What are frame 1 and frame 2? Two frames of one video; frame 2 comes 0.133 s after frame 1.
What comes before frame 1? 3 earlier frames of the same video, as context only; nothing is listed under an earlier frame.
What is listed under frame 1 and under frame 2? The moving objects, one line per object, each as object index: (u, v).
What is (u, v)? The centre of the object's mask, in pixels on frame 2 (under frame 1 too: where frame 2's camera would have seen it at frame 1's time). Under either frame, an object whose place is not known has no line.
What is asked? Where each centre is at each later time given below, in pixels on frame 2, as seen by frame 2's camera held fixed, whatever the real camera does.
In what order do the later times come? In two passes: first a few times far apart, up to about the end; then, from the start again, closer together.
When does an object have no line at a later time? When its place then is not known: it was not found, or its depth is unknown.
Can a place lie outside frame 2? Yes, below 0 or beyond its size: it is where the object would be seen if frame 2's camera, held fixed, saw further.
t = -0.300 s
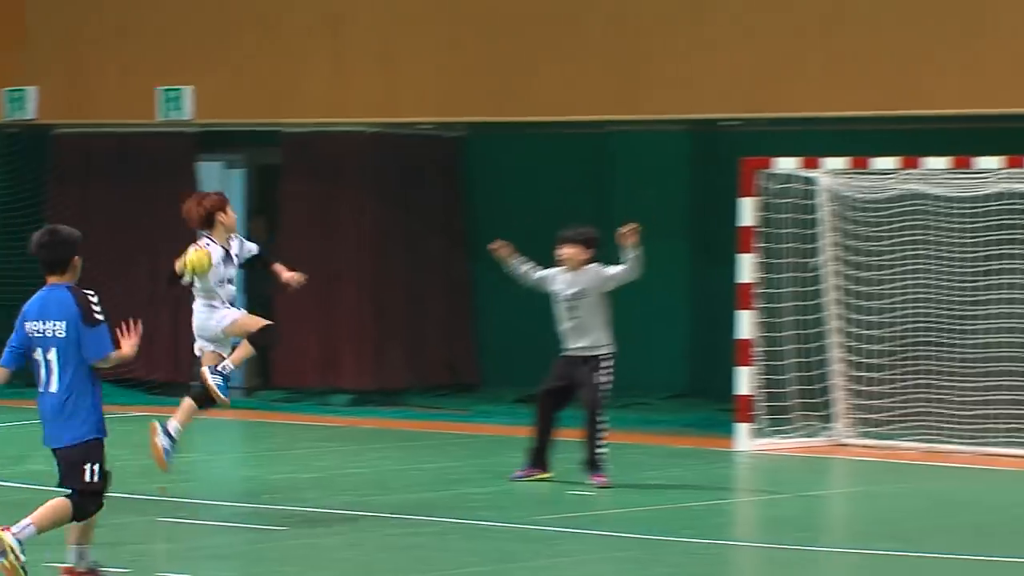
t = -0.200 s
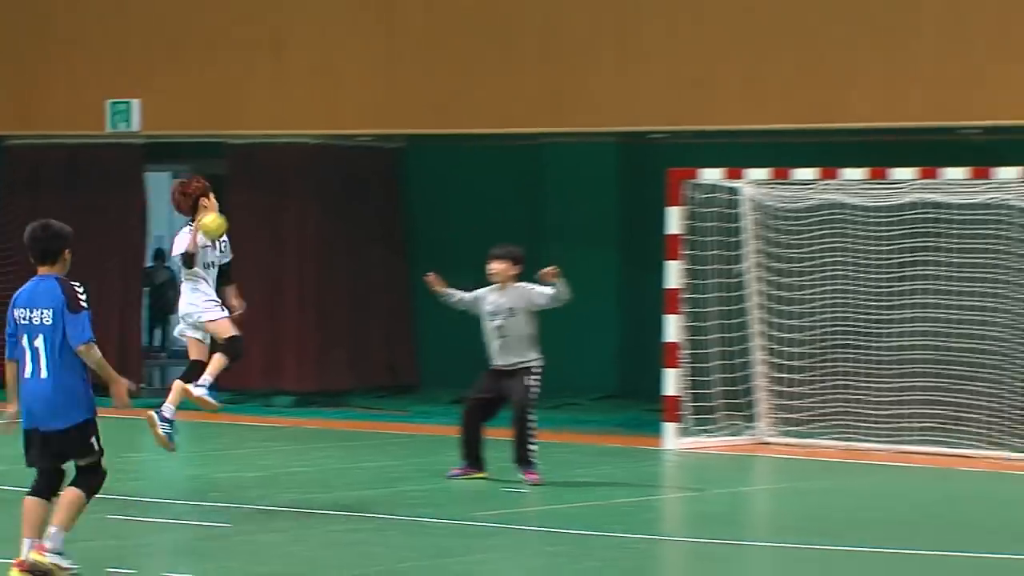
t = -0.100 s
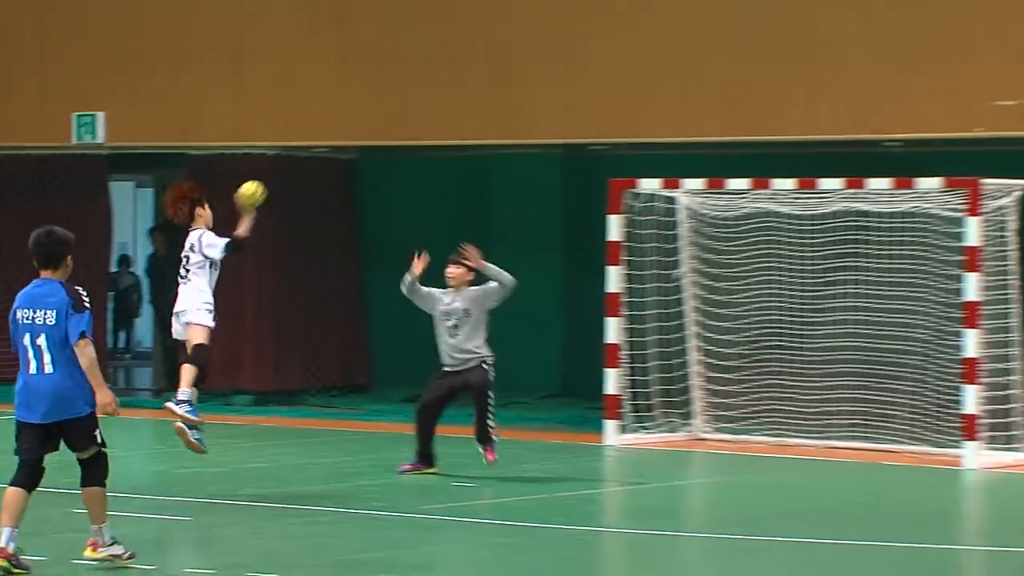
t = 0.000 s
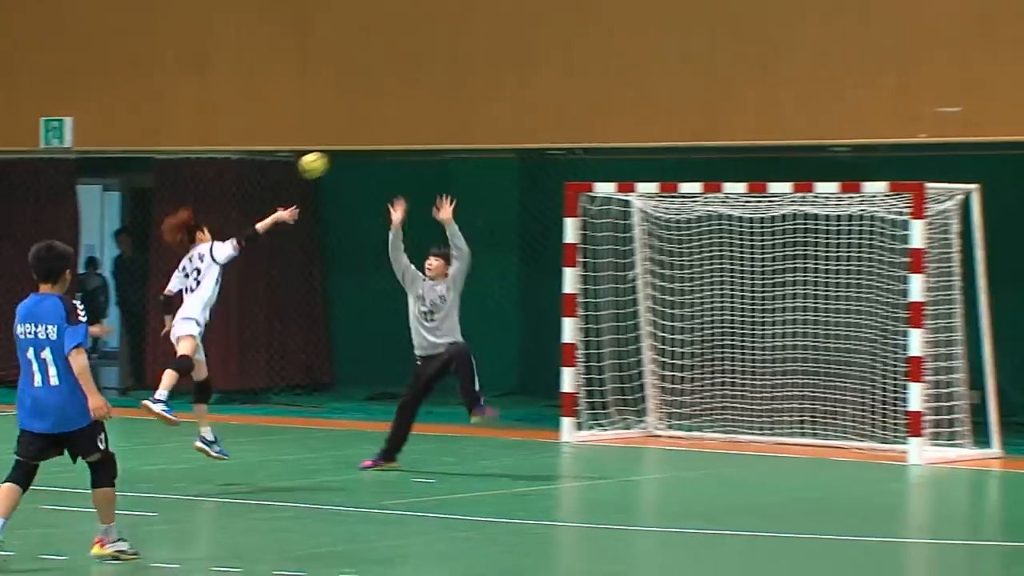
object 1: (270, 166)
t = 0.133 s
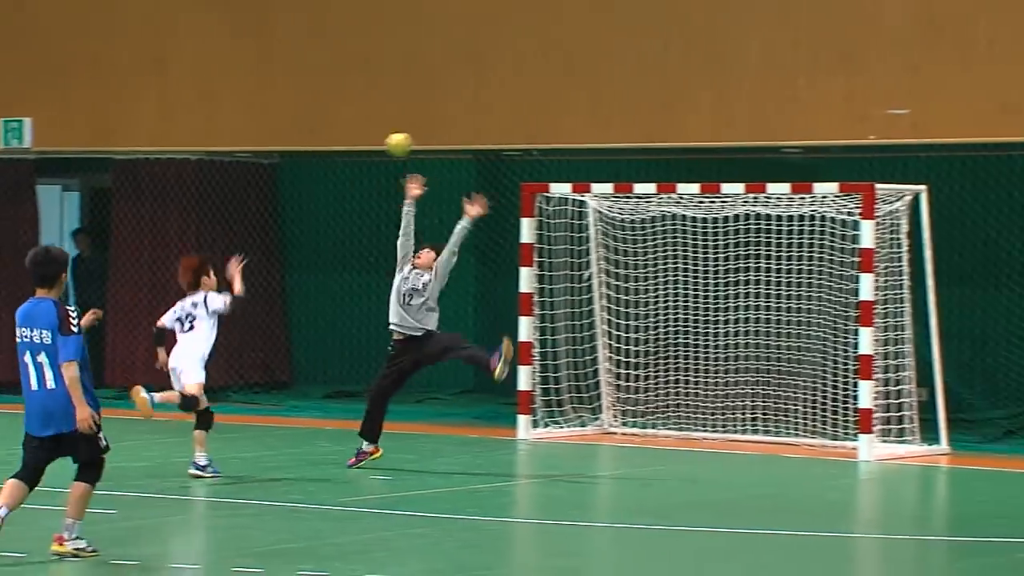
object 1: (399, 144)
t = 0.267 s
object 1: (514, 147)
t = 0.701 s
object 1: (837, 303)
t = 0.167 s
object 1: (428, 143)
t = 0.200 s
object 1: (458, 142)
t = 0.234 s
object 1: (486, 143)
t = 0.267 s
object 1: (514, 147)
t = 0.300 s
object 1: (542, 152)
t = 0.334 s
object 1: (570, 158)
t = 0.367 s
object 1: (596, 165)
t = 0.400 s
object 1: (622, 172)
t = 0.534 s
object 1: (721, 220)
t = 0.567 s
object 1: (745, 234)
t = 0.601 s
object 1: (768, 248)
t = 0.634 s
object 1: (792, 266)
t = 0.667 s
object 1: (814, 283)
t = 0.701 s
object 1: (837, 303)
